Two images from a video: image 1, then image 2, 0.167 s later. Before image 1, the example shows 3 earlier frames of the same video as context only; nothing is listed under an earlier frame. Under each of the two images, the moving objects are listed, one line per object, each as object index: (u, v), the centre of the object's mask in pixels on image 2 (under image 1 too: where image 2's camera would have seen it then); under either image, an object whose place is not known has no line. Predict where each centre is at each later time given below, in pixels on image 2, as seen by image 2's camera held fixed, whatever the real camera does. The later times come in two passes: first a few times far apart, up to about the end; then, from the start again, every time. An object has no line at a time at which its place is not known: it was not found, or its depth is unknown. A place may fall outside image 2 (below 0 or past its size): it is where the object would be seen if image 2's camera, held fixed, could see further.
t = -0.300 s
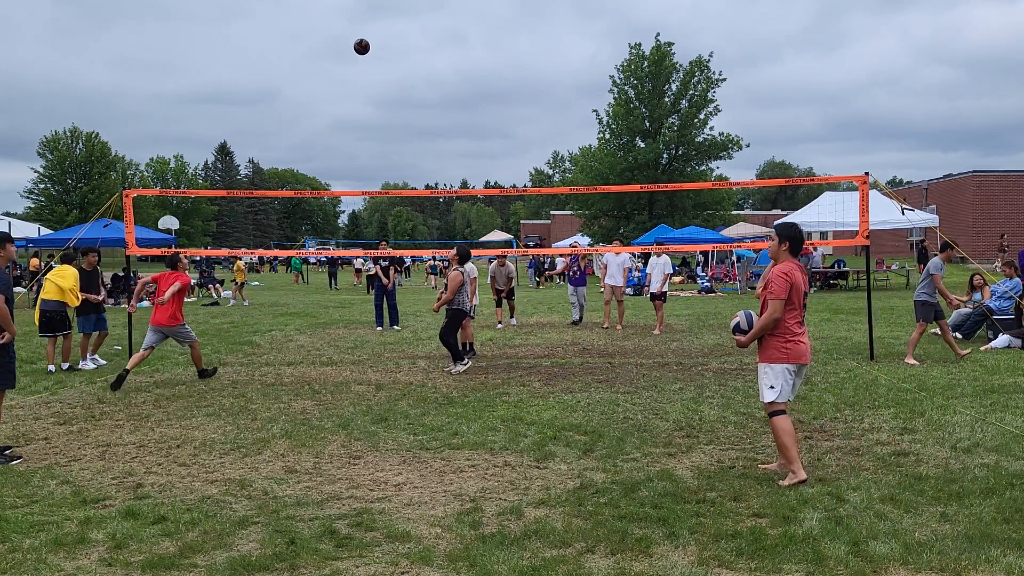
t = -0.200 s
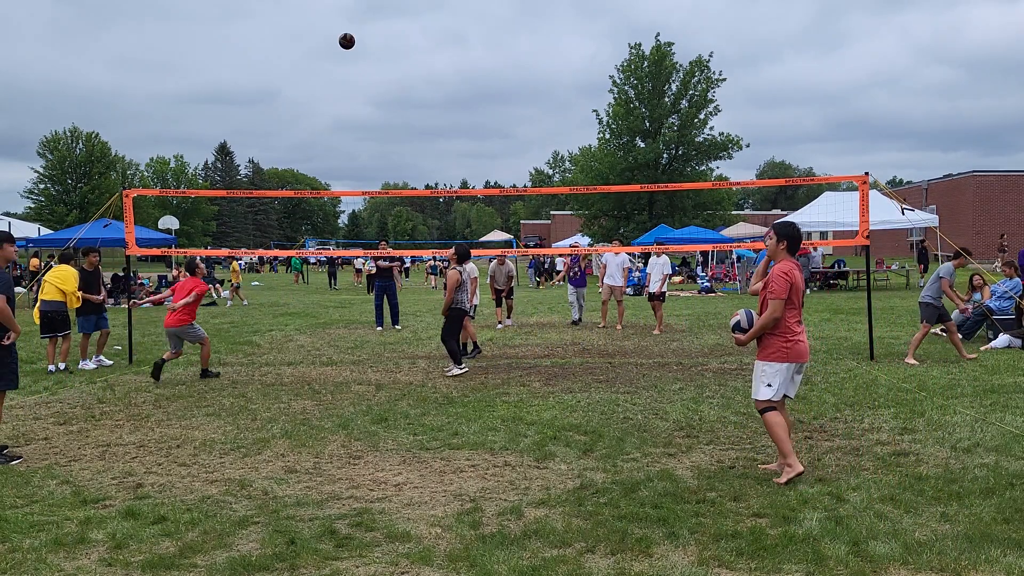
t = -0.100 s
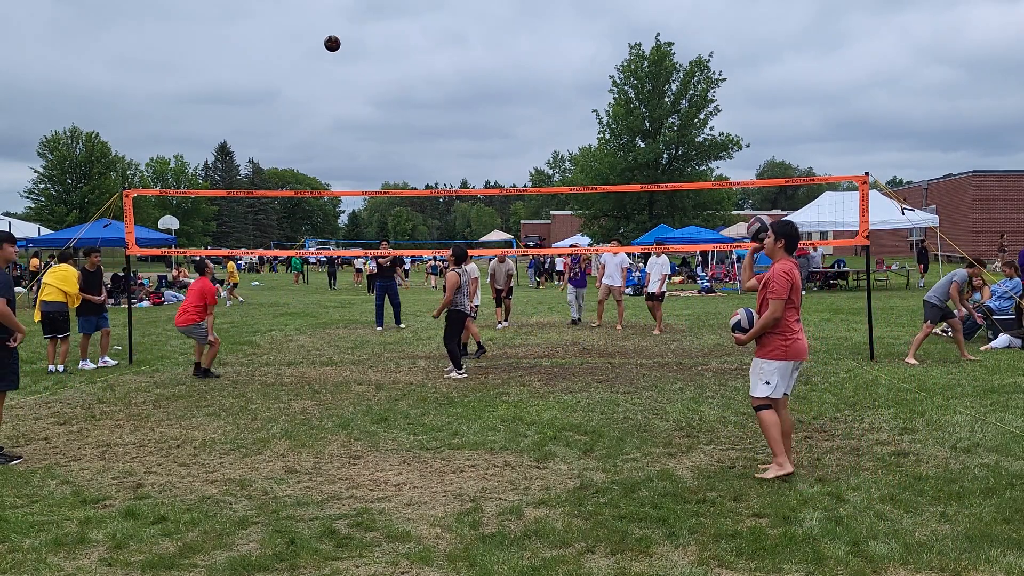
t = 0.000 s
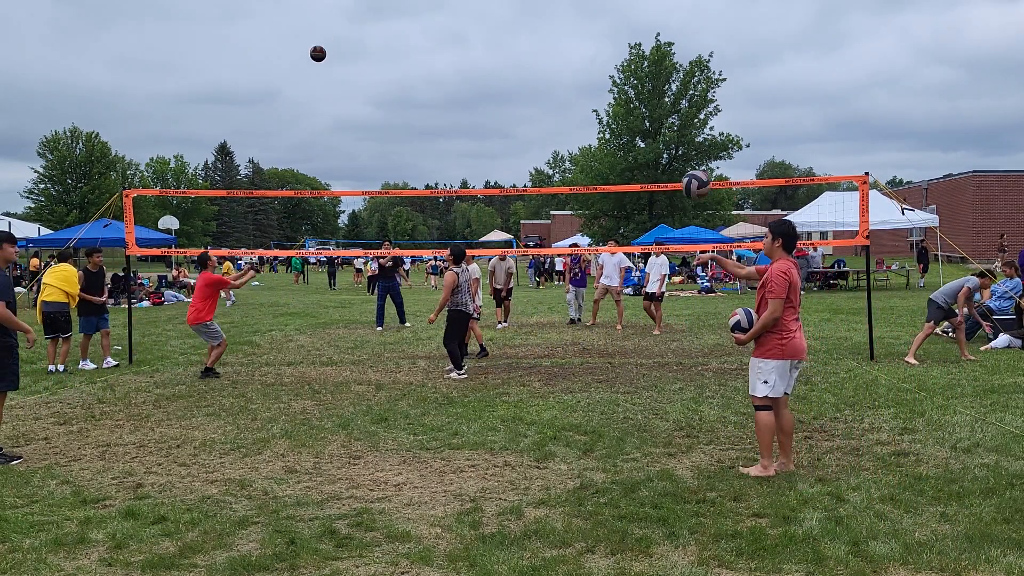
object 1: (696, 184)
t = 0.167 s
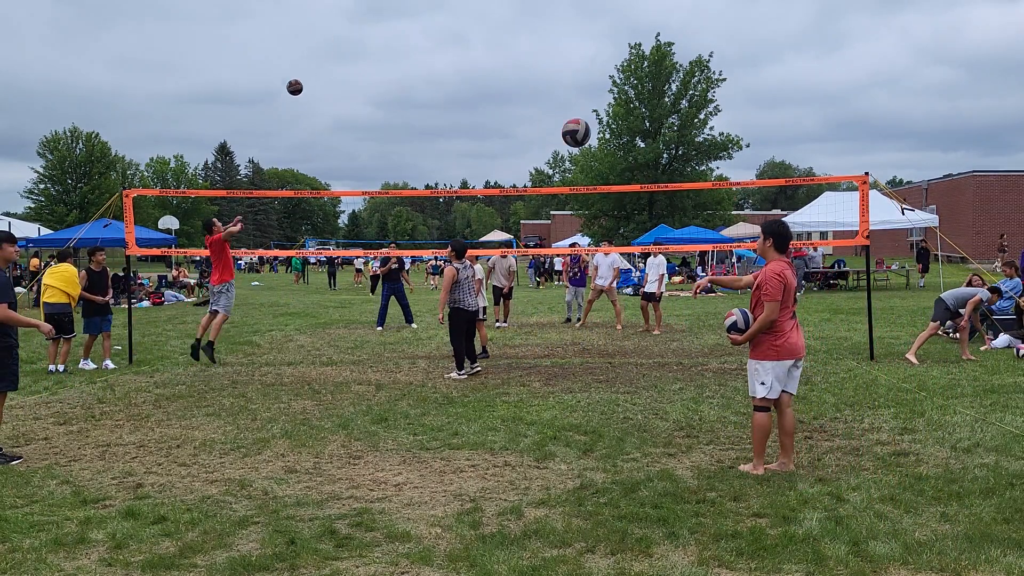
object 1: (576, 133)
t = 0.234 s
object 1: (529, 123)
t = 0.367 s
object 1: (436, 121)
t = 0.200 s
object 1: (553, 127)
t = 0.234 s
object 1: (529, 123)
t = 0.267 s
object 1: (506, 120)
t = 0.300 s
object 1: (483, 119)
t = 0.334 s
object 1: (459, 119)
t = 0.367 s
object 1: (436, 121)
